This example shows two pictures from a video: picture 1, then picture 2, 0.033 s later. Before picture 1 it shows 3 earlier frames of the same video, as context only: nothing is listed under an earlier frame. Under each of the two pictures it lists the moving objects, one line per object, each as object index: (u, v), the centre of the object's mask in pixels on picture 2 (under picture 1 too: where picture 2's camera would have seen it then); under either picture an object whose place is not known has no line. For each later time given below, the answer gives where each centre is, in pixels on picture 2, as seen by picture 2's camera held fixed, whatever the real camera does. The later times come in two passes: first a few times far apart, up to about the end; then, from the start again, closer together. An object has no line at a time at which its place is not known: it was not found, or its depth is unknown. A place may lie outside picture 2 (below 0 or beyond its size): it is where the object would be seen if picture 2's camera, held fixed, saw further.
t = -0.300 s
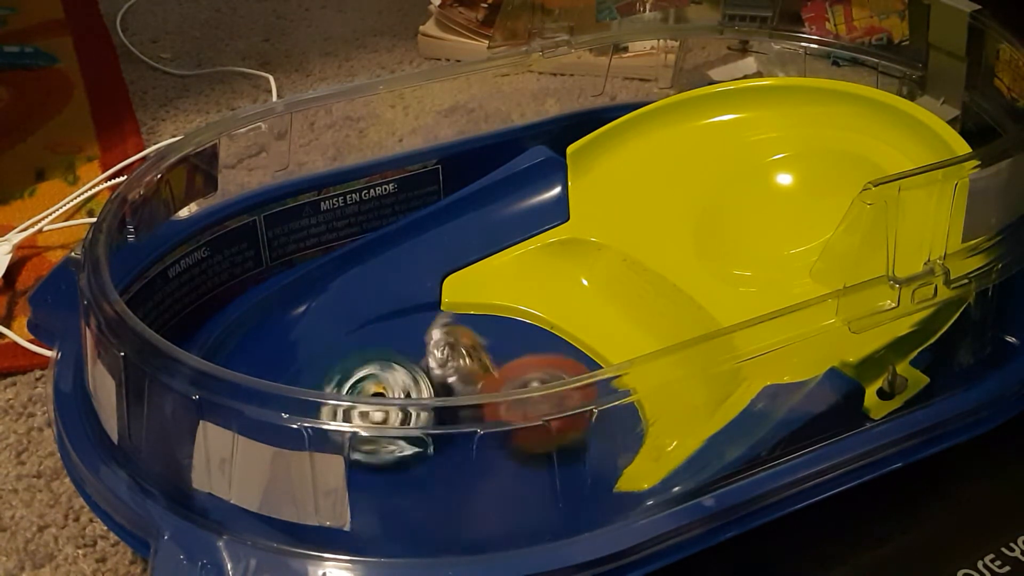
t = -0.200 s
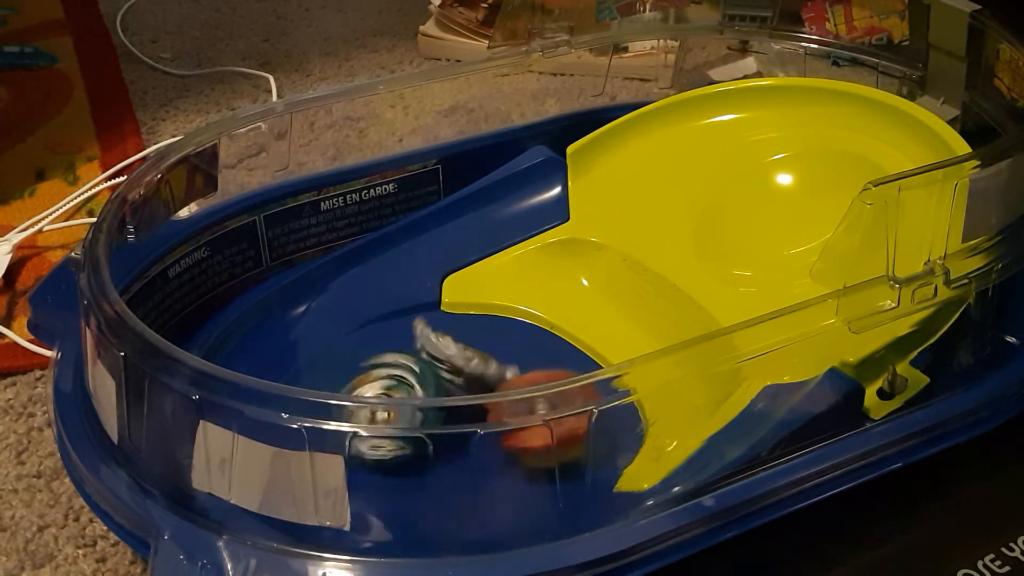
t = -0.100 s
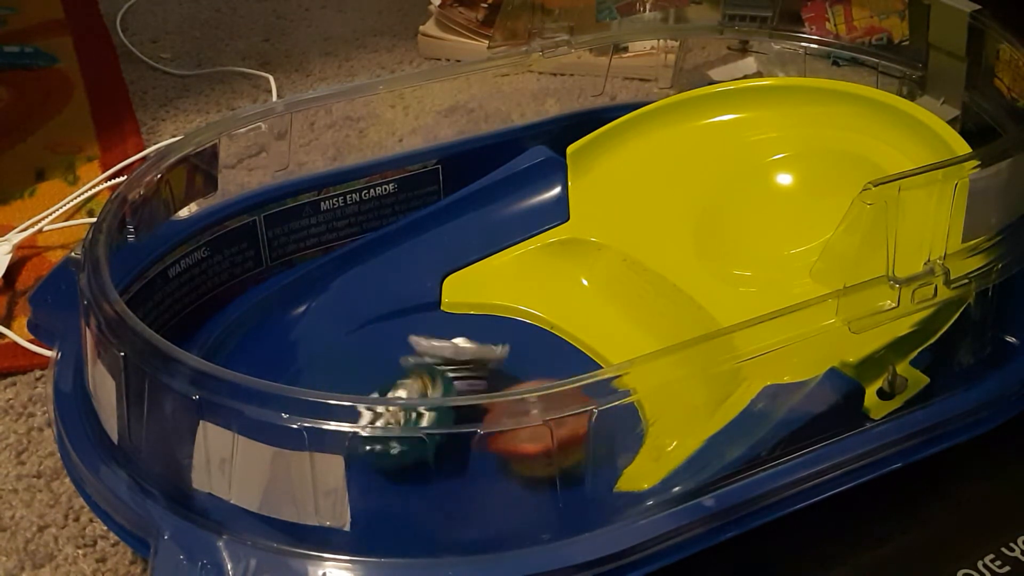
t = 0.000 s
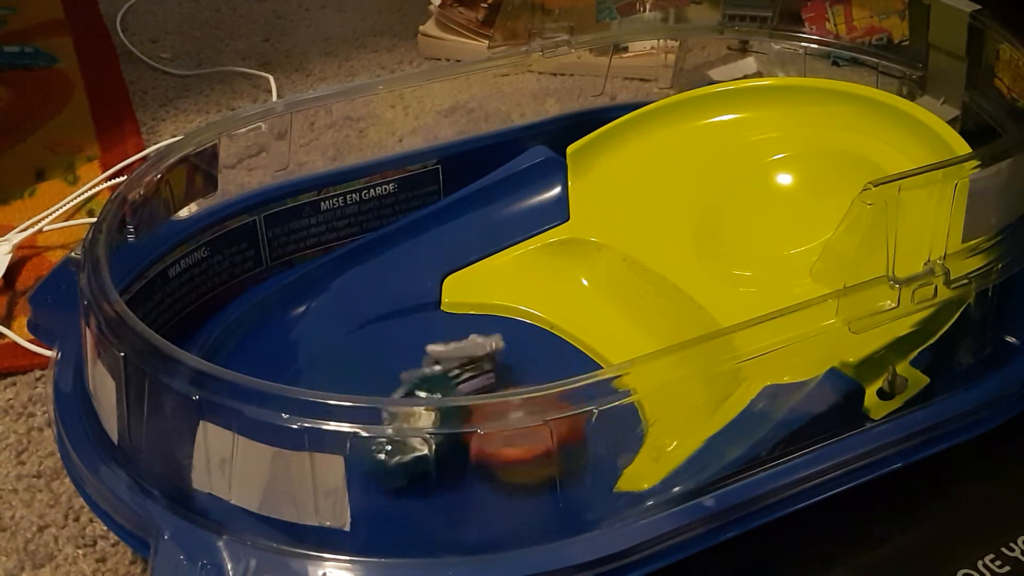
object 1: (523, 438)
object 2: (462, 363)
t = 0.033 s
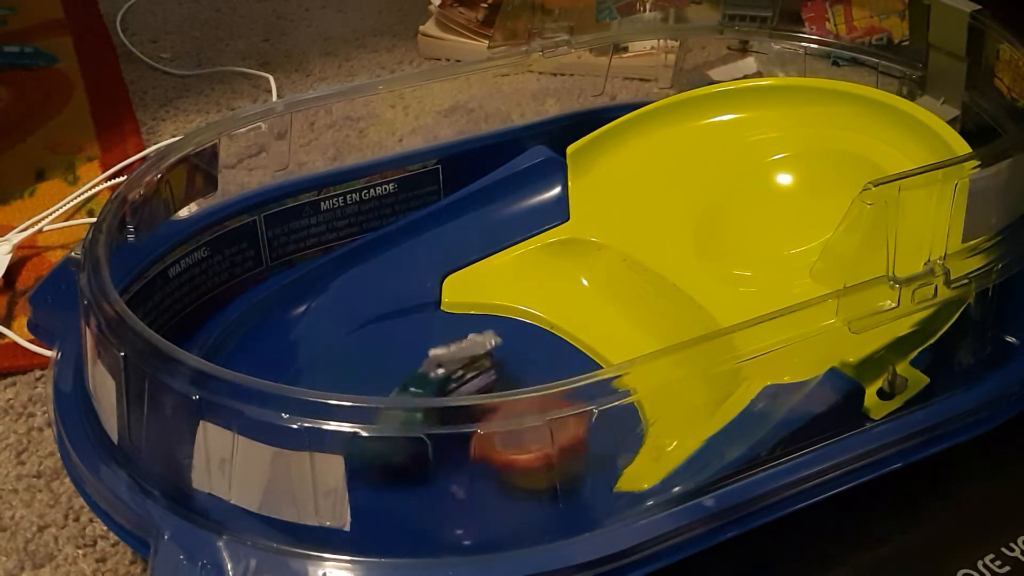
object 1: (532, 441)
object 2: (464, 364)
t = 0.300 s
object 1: (541, 434)
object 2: (444, 382)
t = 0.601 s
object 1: (493, 446)
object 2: (444, 371)
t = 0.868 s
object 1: (452, 464)
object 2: (436, 371)
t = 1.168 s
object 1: (416, 467)
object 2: (472, 369)
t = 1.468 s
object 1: (441, 454)
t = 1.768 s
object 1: (440, 440)
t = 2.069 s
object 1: (418, 470)
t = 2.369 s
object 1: (435, 443)
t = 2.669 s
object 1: (422, 440)
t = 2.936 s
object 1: (408, 442)
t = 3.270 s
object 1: (409, 437)
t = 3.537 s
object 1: (410, 440)
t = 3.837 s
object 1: (428, 441)
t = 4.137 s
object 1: (430, 443)
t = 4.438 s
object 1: (418, 443)
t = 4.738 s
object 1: (425, 442)
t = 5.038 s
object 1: (448, 463)
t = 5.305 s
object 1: (459, 446)
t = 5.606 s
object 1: (456, 441)
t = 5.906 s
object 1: (461, 449)
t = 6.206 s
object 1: (465, 449)
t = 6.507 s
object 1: (468, 447)
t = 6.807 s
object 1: (467, 447)
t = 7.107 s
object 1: (468, 448)
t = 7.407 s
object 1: (468, 448)
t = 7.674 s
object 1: (468, 447)
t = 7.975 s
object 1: (468, 448)
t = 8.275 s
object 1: (467, 449)
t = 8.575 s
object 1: (466, 449)
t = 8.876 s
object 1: (465, 450)
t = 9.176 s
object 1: (464, 451)
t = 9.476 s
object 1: (467, 448)
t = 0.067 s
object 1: (541, 452)
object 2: (460, 367)
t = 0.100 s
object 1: (553, 443)
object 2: (457, 368)
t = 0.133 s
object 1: (563, 449)
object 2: (454, 368)
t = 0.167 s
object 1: (566, 448)
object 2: (451, 368)
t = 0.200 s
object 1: (563, 440)
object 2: (449, 369)
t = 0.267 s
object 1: (550, 435)
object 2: (445, 370)
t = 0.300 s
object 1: (541, 434)
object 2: (444, 382)
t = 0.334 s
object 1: (532, 432)
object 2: (441, 382)
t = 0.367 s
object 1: (530, 432)
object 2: (441, 384)
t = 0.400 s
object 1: (526, 433)
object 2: (440, 384)
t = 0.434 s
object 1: (523, 434)
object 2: (440, 383)
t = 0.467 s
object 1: (516, 438)
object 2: (440, 382)
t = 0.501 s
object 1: (512, 441)
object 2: (440, 380)
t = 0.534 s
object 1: (506, 443)
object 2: (444, 372)
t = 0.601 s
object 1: (493, 446)
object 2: (444, 371)
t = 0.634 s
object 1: (487, 450)
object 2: (444, 370)
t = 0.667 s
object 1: (484, 460)
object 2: (444, 370)
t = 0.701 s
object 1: (475, 462)
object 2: (444, 369)
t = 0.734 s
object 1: (469, 462)
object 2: (444, 370)
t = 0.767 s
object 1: (461, 462)
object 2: (443, 370)
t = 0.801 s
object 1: (455, 463)
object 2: (441, 370)
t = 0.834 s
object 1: (452, 463)
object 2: (437, 370)
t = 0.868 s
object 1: (452, 464)
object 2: (436, 371)
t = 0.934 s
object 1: (451, 465)
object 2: (440, 372)
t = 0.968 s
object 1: (447, 466)
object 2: (444, 371)
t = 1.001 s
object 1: (440, 467)
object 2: (452, 372)
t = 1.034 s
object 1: (435, 467)
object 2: (460, 372)
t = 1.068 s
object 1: (431, 467)
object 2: (466, 371)
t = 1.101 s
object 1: (424, 468)
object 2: (470, 370)
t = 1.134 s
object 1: (419, 467)
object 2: (476, 378)
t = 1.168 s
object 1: (416, 467)
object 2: (472, 369)
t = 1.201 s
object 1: (416, 467)
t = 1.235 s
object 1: (416, 466)
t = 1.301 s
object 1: (415, 463)
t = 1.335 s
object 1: (418, 451)
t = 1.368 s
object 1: (424, 452)
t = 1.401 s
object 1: (439, 447)
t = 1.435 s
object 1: (442, 449)
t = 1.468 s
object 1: (441, 454)
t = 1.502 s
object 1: (445, 462)
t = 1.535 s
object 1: (450, 462)
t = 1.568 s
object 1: (457, 453)
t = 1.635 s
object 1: (465, 445)
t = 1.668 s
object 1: (461, 445)
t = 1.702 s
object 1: (456, 443)
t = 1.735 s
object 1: (448, 441)
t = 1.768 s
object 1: (440, 440)
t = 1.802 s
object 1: (433, 447)
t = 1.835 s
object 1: (427, 447)
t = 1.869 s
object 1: (423, 453)
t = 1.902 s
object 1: (420, 464)
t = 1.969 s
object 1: (418, 468)
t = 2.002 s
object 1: (417, 469)
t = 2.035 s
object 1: (417, 470)
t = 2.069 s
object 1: (418, 470)
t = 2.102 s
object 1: (419, 469)
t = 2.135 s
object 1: (420, 468)
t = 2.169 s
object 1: (422, 466)
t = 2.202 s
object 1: (424, 455)
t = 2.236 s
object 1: (425, 452)
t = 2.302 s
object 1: (431, 448)
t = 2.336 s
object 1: (430, 446)
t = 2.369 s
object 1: (435, 443)
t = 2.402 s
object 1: (433, 442)
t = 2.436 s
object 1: (430, 442)
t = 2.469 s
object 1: (429, 442)
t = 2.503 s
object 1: (429, 441)
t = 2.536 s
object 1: (427, 440)
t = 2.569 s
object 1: (425, 440)
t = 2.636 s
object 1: (423, 440)
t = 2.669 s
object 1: (422, 440)
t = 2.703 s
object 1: (421, 440)
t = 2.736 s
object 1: (421, 440)
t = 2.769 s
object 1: (419, 440)
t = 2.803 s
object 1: (419, 439)
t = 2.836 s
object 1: (419, 438)
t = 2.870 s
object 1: (412, 441)
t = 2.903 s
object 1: (411, 442)
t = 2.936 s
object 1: (408, 442)
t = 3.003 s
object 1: (405, 443)
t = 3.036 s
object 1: (405, 443)
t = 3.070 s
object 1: (404, 443)
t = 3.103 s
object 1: (405, 441)
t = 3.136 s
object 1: (408, 440)
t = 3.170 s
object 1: (410, 439)
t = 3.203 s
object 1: (408, 438)
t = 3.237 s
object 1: (406, 437)
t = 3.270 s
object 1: (409, 437)
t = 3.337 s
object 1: (409, 438)
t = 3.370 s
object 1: (409, 438)
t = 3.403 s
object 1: (410, 438)
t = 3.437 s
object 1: (410, 439)
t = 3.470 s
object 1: (409, 439)
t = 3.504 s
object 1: (411, 439)
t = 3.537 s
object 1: (410, 440)
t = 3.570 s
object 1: (411, 441)
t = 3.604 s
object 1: (412, 441)
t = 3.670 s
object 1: (419, 441)
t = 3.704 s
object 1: (422, 440)
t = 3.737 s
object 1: (424, 440)
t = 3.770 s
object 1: (427, 440)
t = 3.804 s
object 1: (428, 440)
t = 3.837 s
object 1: (428, 441)
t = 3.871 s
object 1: (428, 441)
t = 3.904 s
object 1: (431, 441)
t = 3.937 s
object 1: (431, 441)
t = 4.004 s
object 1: (431, 442)
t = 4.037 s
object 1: (432, 441)
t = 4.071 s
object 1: (434, 441)
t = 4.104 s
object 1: (431, 442)
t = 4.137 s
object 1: (430, 443)
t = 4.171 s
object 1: (429, 443)
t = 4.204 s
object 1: (429, 443)
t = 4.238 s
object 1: (430, 444)
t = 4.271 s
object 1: (426, 444)
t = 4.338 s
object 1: (423, 446)
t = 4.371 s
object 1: (419, 445)
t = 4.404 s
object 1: (419, 443)
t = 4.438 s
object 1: (418, 443)
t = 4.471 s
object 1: (418, 442)
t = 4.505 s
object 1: (419, 442)
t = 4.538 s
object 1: (418, 442)
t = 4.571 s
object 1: (416, 442)
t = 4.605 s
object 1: (416, 442)
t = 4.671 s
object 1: (418, 442)
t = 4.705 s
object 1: (421, 441)
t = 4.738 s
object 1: (425, 442)
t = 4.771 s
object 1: (429, 440)
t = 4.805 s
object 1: (431, 440)
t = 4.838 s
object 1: (437, 442)
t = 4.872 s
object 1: (442, 444)
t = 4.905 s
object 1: (442, 447)
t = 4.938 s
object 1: (443, 453)
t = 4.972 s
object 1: (440, 454)
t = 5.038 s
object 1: (448, 463)
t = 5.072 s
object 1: (453, 461)
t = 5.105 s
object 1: (456, 452)
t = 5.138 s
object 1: (455, 448)
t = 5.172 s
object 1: (455, 447)
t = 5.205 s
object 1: (456, 448)
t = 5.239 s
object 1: (457, 447)
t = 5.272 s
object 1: (459, 446)
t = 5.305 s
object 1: (459, 446)
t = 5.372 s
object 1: (452, 437)
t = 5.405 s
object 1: (450, 437)
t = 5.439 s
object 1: (447, 448)
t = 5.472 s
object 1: (447, 448)
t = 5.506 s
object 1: (449, 449)
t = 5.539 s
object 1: (451, 449)
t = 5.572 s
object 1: (455, 440)
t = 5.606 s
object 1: (456, 441)
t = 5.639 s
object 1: (457, 441)
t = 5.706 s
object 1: (457, 450)
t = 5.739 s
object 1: (458, 441)
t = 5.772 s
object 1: (459, 441)
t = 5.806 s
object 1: (459, 449)
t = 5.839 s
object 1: (460, 449)
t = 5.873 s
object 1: (461, 449)
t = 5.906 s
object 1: (461, 449)
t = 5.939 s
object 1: (461, 440)
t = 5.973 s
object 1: (462, 449)
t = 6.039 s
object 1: (461, 450)
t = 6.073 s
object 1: (461, 450)
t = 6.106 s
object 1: (461, 449)
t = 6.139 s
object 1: (461, 440)
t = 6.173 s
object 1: (462, 440)
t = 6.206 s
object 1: (465, 449)
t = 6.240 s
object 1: (468, 447)
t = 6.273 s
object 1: (469, 447)
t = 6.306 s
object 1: (468, 448)
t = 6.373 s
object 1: (468, 447)
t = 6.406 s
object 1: (468, 447)
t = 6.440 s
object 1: (468, 447)
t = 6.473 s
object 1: (467, 448)
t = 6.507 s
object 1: (468, 447)
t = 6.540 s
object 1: (468, 447)
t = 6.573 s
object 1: (467, 447)
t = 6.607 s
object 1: (468, 447)
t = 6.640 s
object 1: (467, 447)
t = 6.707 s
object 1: (467, 447)
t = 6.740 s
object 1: (467, 447)
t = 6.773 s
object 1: (467, 447)
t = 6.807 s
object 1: (467, 447)
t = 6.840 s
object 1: (467, 448)
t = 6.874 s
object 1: (466, 438)
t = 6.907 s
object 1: (467, 447)
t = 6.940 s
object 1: (467, 448)
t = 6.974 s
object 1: (467, 447)
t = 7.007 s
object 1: (467, 448)
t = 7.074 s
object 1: (468, 448)
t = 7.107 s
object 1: (468, 448)
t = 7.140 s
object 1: (468, 448)
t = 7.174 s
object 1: (468, 448)
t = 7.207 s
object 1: (468, 448)
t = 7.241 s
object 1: (468, 448)
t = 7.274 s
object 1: (468, 448)
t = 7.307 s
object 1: (468, 448)
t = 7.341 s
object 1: (468, 448)
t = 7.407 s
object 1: (468, 448)
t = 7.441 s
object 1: (468, 448)
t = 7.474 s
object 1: (468, 448)
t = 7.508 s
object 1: (468, 448)
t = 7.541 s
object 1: (468, 448)
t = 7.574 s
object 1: (466, 438)
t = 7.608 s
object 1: (468, 447)
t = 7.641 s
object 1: (468, 448)
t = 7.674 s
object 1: (468, 447)
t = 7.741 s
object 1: (468, 447)
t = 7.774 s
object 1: (468, 448)
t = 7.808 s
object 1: (472, 448)
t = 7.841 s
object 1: (468, 447)
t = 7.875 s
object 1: (468, 448)
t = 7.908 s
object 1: (468, 447)
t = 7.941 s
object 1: (468, 448)
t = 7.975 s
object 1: (468, 448)
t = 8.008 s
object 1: (468, 448)
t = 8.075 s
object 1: (467, 448)
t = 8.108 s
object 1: (467, 448)
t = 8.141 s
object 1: (467, 448)
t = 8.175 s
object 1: (467, 448)
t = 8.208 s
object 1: (467, 448)
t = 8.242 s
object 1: (467, 448)
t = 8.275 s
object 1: (467, 449)
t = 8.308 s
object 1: (467, 449)
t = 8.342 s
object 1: (467, 449)
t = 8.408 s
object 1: (466, 449)
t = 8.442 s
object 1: (466, 449)
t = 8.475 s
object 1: (466, 449)
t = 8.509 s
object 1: (466, 449)
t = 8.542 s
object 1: (466, 449)
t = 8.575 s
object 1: (466, 449)
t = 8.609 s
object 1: (466, 450)
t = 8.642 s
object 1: (466, 450)
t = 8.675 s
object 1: (465, 450)
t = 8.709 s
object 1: (465, 450)
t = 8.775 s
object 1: (465, 450)
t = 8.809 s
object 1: (465, 450)
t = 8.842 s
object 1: (465, 450)
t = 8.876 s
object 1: (465, 450)
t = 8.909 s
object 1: (465, 450)
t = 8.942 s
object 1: (465, 450)
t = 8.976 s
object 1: (465, 450)
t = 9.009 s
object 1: (465, 450)
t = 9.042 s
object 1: (465, 451)
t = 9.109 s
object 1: (465, 451)
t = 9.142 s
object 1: (464, 451)
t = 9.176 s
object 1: (464, 451)
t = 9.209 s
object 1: (464, 451)
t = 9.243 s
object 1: (464, 451)
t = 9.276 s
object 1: (468, 459)
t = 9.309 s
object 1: (467, 448)
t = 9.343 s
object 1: (464, 452)
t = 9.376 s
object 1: (467, 448)
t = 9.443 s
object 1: (467, 448)
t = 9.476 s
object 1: (467, 448)
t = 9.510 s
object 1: (466, 447)
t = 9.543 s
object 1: (466, 447)
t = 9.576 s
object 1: (467, 447)
